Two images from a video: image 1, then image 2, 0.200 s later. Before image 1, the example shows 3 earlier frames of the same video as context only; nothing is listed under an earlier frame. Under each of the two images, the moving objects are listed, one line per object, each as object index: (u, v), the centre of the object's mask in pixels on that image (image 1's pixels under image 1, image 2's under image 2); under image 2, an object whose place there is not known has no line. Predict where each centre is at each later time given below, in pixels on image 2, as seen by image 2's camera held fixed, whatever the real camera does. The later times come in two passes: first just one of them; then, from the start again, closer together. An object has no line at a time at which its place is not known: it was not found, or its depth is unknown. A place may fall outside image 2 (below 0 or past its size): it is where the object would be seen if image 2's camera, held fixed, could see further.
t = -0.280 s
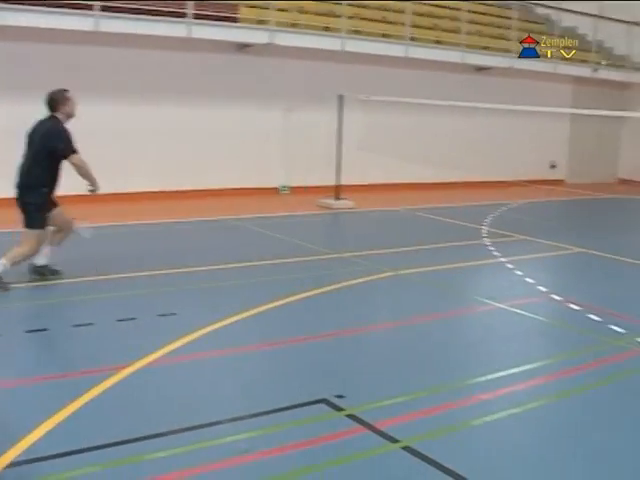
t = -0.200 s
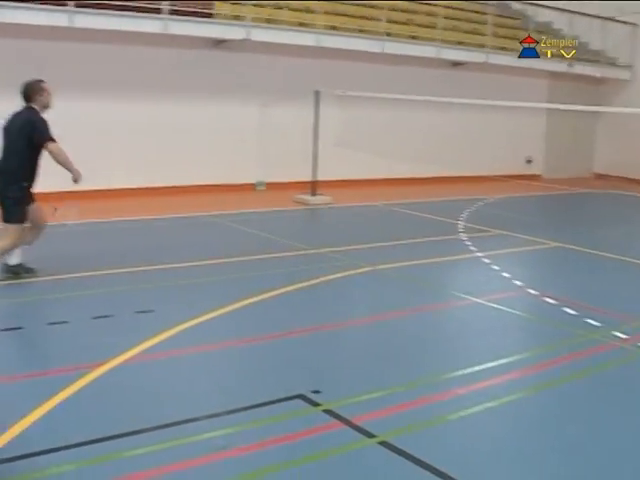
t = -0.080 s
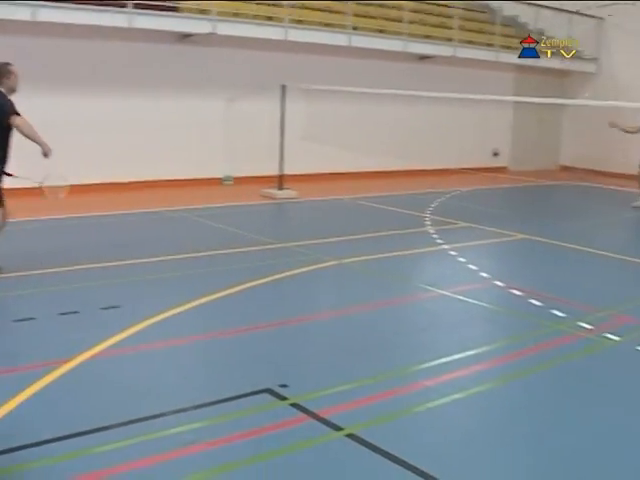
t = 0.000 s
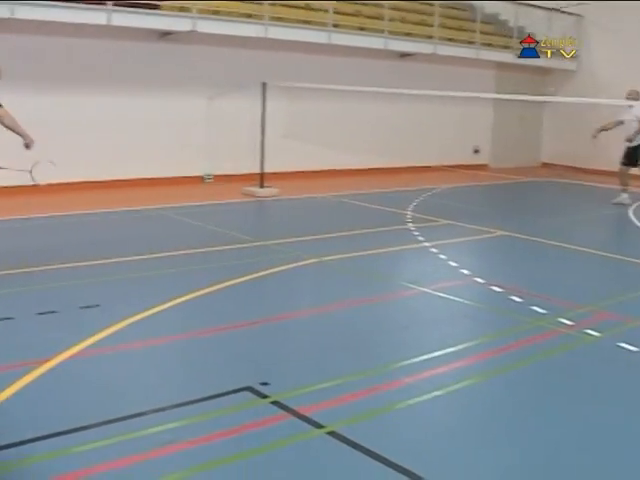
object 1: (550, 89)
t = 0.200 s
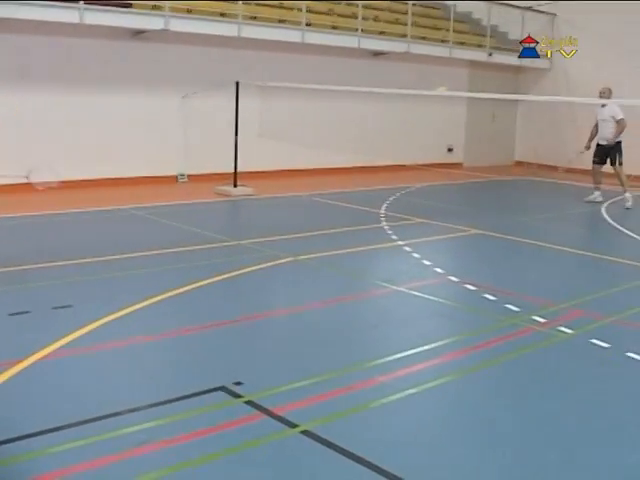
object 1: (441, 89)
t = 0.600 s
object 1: (272, 239)
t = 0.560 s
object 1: (292, 212)
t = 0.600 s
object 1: (272, 239)
